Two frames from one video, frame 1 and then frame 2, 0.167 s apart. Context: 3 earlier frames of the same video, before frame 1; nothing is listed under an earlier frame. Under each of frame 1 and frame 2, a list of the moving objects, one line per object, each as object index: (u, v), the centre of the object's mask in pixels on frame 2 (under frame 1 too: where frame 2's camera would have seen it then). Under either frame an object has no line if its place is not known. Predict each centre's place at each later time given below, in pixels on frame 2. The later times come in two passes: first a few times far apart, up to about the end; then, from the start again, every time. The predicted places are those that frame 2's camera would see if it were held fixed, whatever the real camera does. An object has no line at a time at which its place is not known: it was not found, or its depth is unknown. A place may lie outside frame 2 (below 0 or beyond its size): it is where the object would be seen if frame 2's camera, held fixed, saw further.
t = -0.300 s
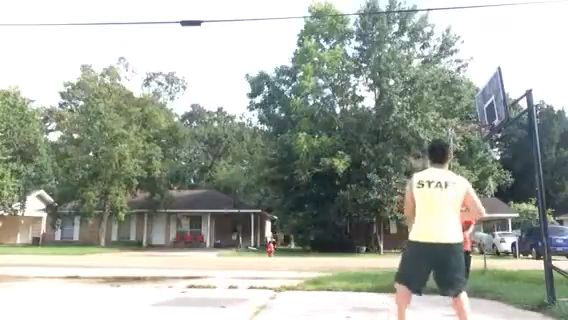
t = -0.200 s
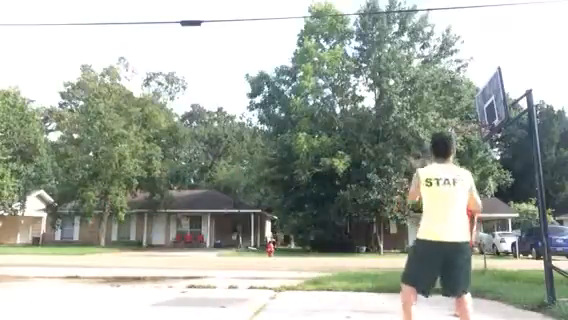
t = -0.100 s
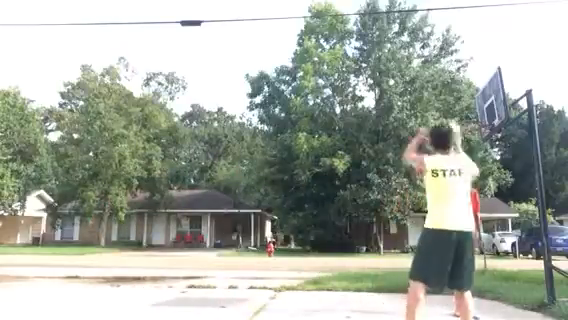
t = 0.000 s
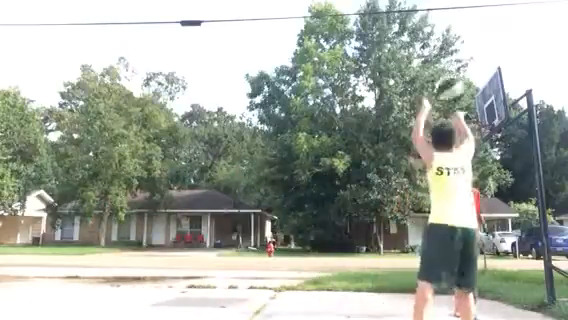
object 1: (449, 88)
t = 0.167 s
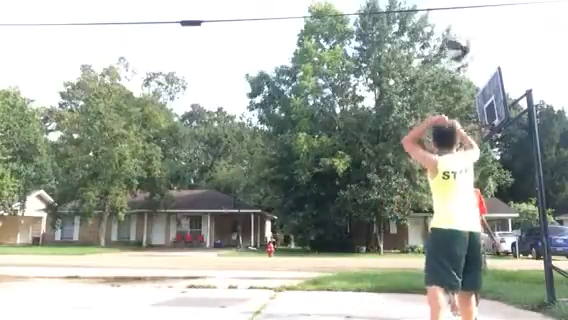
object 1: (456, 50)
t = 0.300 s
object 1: (462, 38)
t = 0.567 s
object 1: (475, 64)
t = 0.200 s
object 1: (459, 42)
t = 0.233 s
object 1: (459, 40)
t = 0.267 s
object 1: (460, 39)
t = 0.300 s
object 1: (462, 38)
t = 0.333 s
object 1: (462, 40)
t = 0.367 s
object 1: (466, 39)
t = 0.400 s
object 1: (468, 42)
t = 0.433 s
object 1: (469, 45)
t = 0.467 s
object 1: (471, 49)
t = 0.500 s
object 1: (472, 52)
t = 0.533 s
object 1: (473, 58)
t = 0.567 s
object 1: (475, 64)
